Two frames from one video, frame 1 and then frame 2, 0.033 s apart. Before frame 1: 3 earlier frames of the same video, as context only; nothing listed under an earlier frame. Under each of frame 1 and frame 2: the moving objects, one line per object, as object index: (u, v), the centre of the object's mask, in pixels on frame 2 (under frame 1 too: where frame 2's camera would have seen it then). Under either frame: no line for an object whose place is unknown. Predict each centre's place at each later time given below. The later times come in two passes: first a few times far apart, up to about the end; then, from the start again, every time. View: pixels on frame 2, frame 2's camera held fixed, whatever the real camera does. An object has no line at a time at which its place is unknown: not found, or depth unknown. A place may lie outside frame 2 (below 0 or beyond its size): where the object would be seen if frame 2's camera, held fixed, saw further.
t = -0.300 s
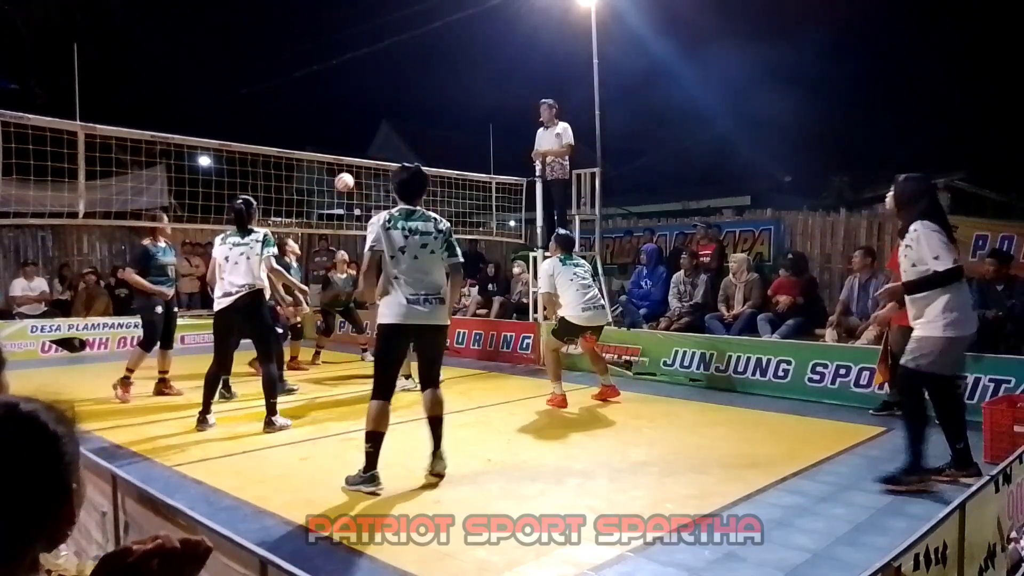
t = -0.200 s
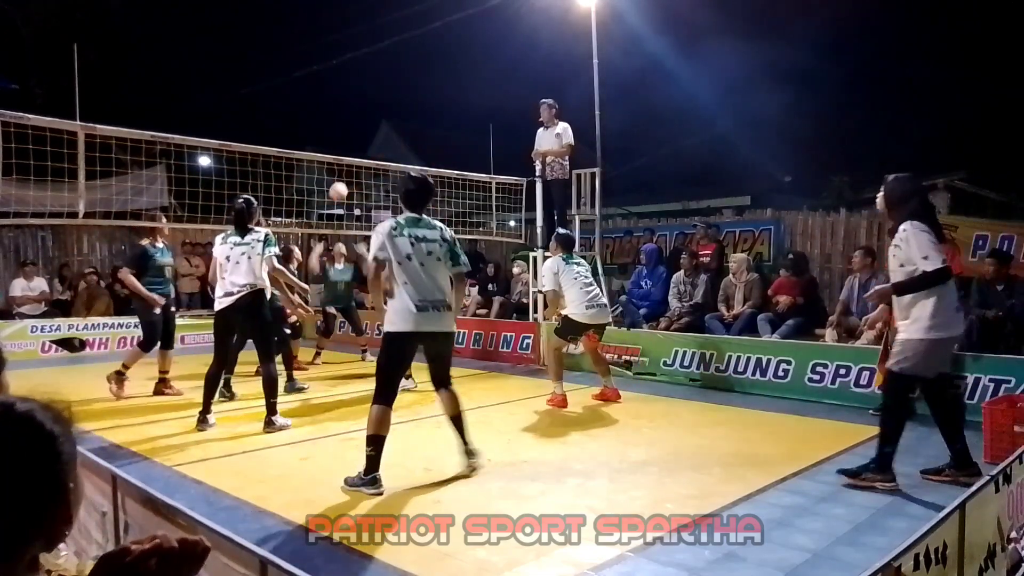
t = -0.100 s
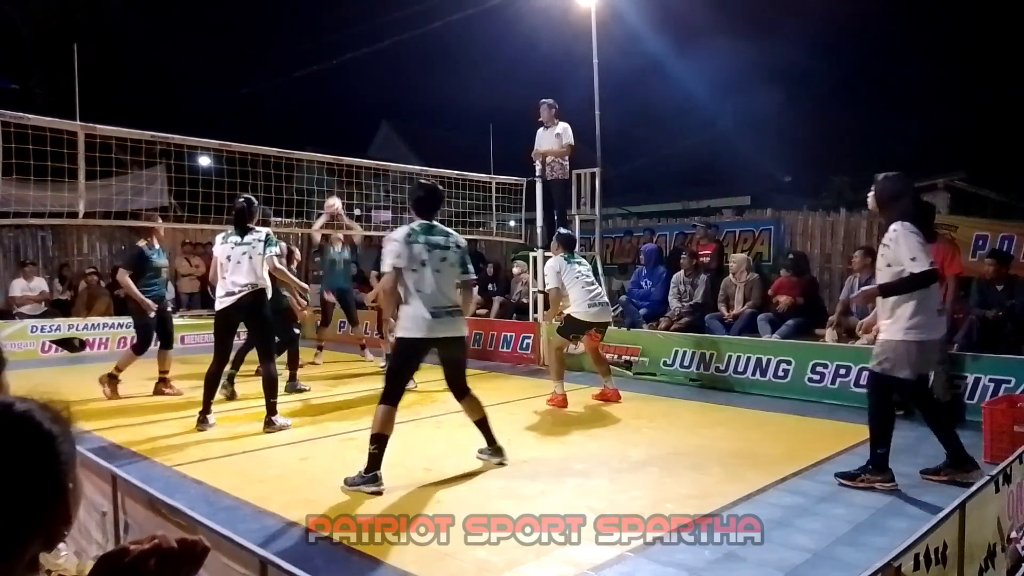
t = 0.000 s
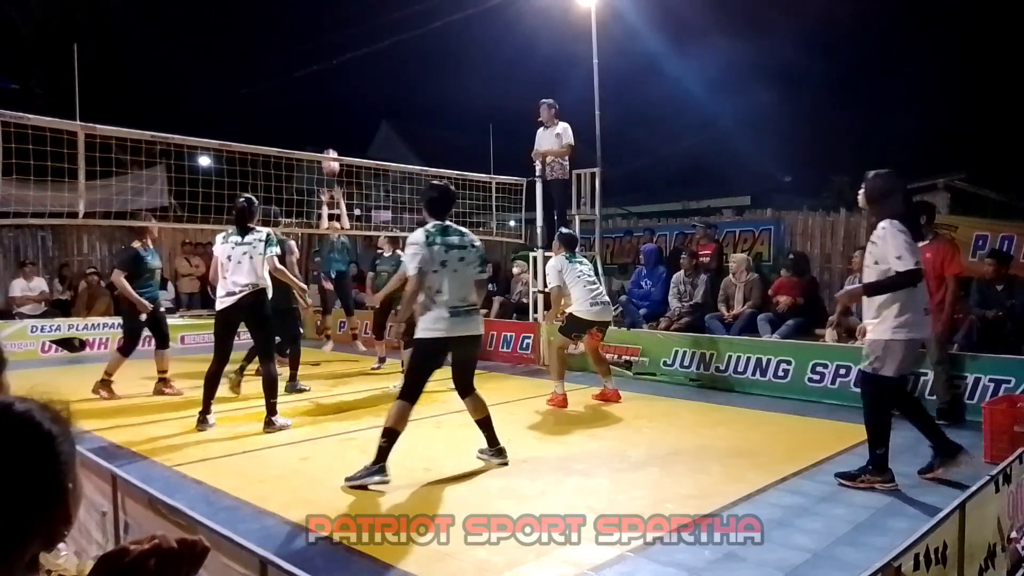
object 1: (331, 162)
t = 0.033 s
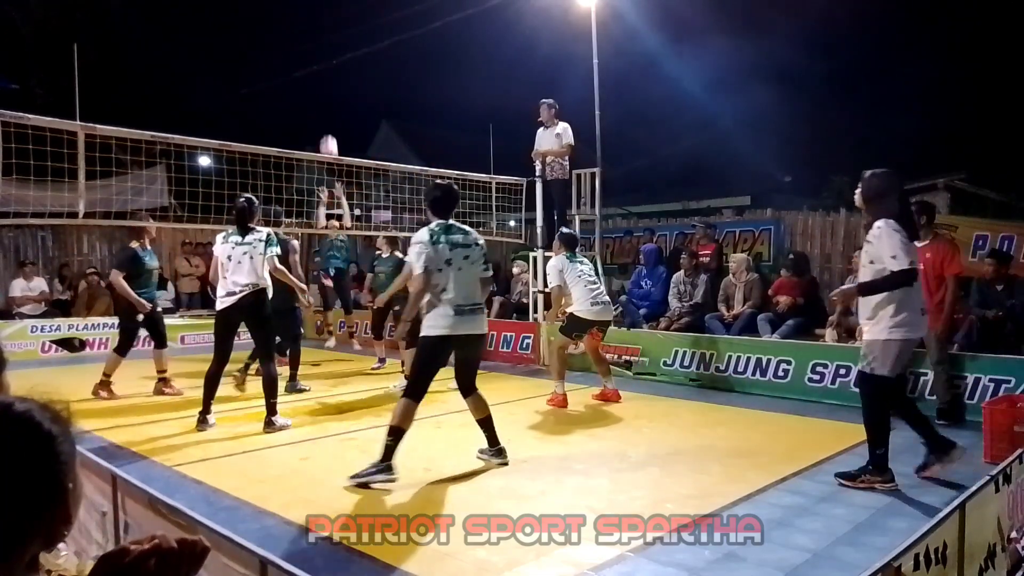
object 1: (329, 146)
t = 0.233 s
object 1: (319, 79)
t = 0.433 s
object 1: (307, 41)
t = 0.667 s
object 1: (294, 39)
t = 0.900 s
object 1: (280, 85)
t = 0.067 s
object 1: (327, 134)
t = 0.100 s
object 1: (326, 121)
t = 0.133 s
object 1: (324, 110)
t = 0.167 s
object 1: (322, 98)
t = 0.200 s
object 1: (320, 87)
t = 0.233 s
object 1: (319, 79)
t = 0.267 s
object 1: (317, 70)
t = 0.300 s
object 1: (315, 62)
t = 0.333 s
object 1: (313, 55)
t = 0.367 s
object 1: (311, 50)
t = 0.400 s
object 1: (309, 45)
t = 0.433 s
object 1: (307, 41)
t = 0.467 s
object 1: (305, 38)
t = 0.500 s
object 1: (303, 36)
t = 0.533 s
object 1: (302, 34)
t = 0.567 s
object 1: (300, 34)
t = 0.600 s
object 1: (298, 35)
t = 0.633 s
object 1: (296, 36)
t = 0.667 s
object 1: (294, 39)
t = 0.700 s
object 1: (292, 43)
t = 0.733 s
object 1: (290, 47)
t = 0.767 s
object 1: (288, 53)
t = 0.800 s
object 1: (286, 59)
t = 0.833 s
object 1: (284, 67)
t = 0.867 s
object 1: (282, 76)
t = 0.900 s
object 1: (280, 85)
